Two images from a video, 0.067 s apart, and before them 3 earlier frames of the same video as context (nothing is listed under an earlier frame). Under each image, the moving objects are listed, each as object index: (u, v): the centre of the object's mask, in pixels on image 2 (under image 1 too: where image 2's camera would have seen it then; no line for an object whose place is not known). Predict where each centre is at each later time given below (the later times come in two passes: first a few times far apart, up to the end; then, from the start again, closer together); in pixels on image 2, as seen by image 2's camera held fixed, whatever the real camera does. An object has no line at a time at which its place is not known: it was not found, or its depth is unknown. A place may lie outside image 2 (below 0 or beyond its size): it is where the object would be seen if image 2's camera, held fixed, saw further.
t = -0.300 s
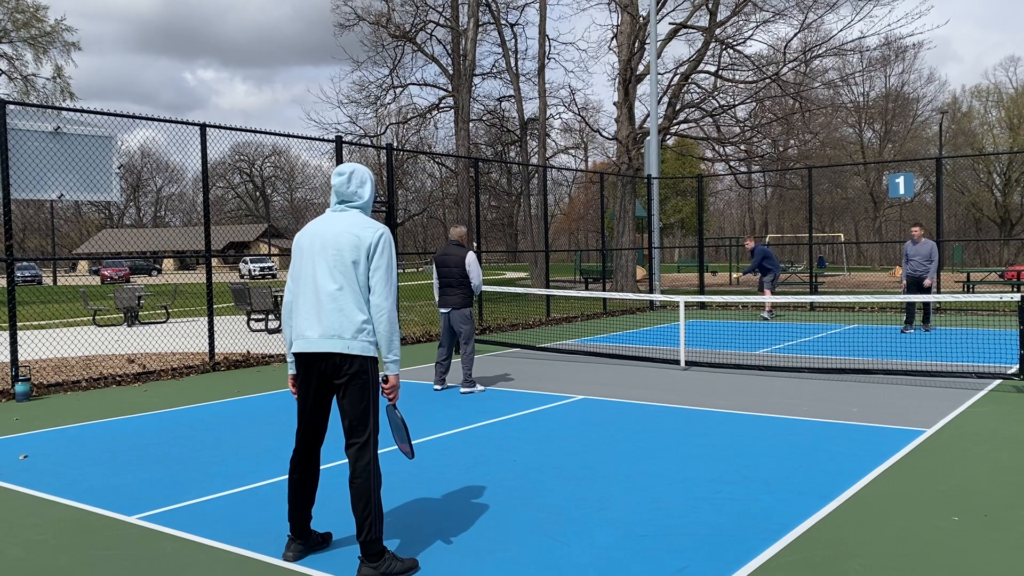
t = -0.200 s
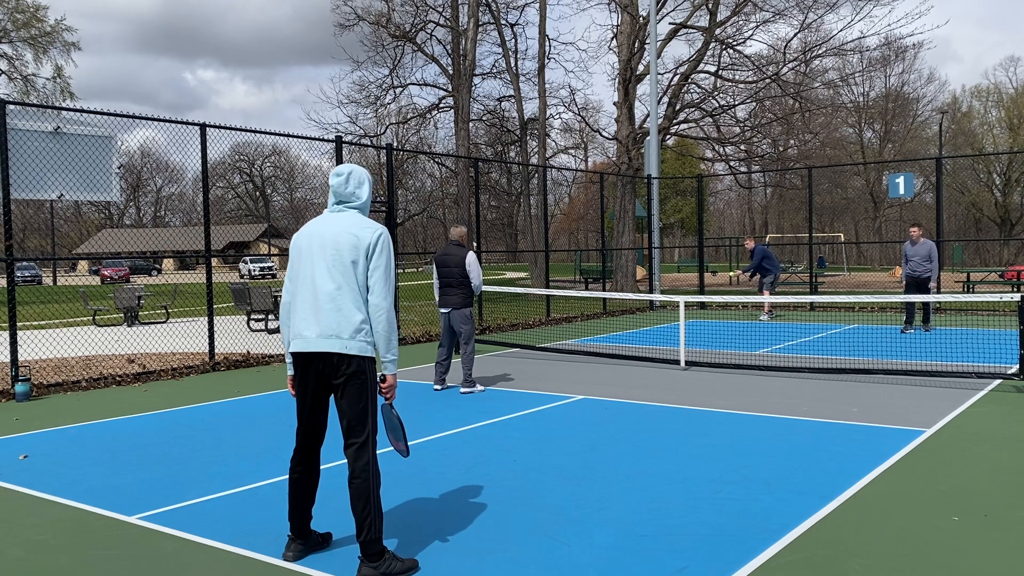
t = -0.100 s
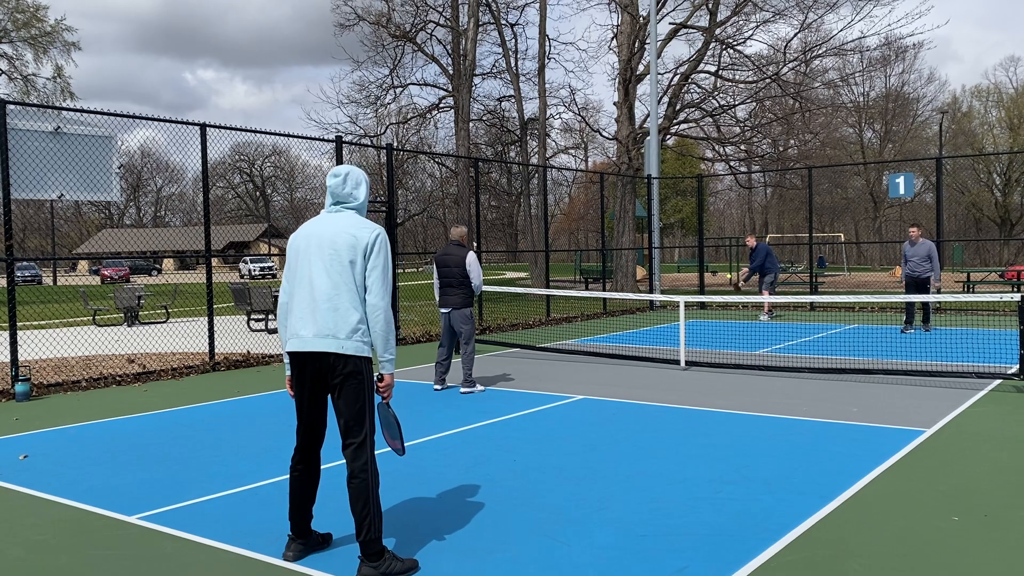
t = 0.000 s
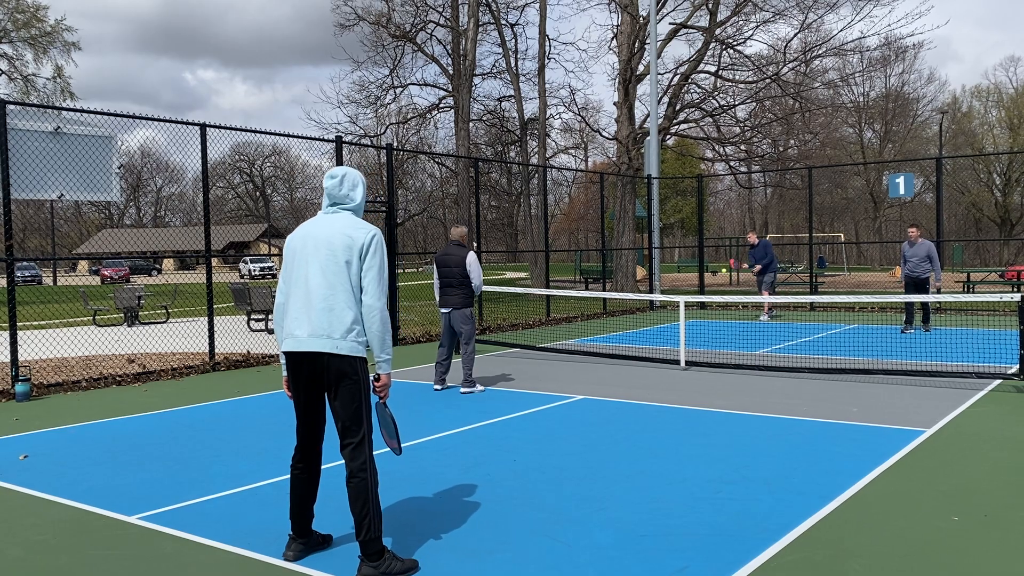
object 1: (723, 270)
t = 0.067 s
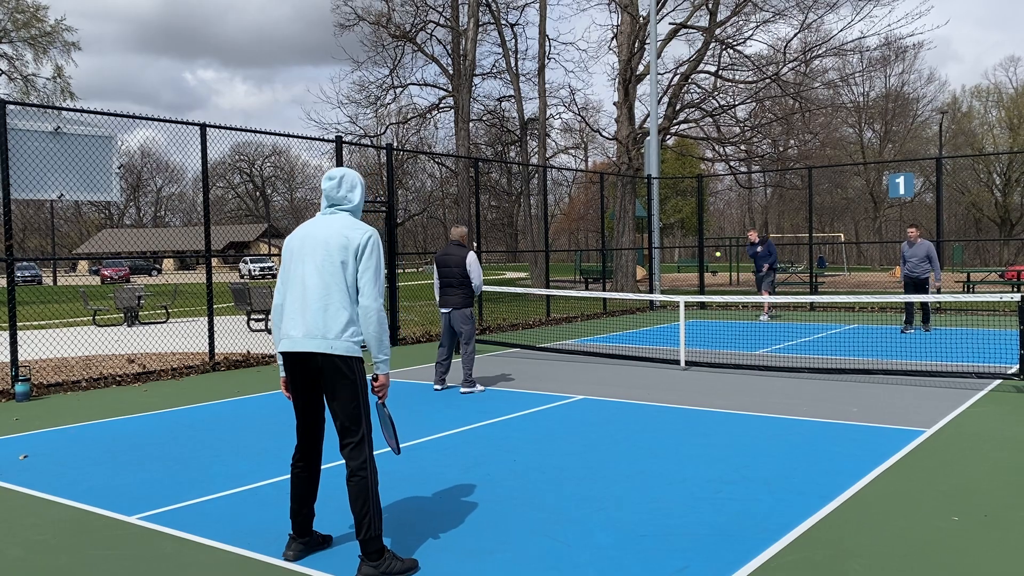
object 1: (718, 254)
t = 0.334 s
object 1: (687, 213)
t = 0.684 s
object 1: (623, 262)
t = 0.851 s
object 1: (575, 368)
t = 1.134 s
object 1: (461, 416)
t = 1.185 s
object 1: (434, 409)
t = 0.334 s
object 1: (687, 213)
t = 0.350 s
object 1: (685, 213)
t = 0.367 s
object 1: (682, 212)
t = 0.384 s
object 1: (680, 212)
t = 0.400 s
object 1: (678, 211)
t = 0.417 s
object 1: (675, 212)
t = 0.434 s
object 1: (672, 212)
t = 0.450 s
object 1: (669, 213)
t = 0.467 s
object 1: (667, 214)
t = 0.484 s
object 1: (664, 215)
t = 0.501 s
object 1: (661, 217)
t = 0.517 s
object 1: (658, 219)
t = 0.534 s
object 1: (655, 221)
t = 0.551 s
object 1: (652, 224)
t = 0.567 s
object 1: (648, 227)
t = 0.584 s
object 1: (645, 230)
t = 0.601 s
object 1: (642, 235)
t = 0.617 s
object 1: (638, 239)
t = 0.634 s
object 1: (634, 244)
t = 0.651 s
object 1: (631, 250)
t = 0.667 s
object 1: (627, 256)
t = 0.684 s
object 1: (623, 262)
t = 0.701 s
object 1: (618, 270)
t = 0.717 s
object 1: (614, 278)
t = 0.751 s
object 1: (606, 296)
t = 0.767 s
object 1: (601, 306)
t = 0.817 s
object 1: (585, 340)
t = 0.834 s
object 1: (580, 354)
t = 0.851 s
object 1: (575, 368)
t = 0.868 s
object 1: (569, 383)
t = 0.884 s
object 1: (563, 400)
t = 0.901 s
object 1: (557, 418)
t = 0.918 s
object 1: (551, 437)
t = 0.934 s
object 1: (545, 457)
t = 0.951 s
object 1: (538, 476)
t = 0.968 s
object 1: (532, 468)
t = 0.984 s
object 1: (526, 461)
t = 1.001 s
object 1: (519, 454)
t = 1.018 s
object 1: (513, 448)
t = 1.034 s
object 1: (506, 442)
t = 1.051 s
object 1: (499, 437)
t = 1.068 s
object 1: (492, 431)
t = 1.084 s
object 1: (485, 427)
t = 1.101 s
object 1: (477, 423)
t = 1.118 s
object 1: (469, 419)
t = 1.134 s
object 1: (461, 416)
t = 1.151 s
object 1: (452, 413)
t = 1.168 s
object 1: (443, 411)
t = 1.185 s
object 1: (434, 409)
